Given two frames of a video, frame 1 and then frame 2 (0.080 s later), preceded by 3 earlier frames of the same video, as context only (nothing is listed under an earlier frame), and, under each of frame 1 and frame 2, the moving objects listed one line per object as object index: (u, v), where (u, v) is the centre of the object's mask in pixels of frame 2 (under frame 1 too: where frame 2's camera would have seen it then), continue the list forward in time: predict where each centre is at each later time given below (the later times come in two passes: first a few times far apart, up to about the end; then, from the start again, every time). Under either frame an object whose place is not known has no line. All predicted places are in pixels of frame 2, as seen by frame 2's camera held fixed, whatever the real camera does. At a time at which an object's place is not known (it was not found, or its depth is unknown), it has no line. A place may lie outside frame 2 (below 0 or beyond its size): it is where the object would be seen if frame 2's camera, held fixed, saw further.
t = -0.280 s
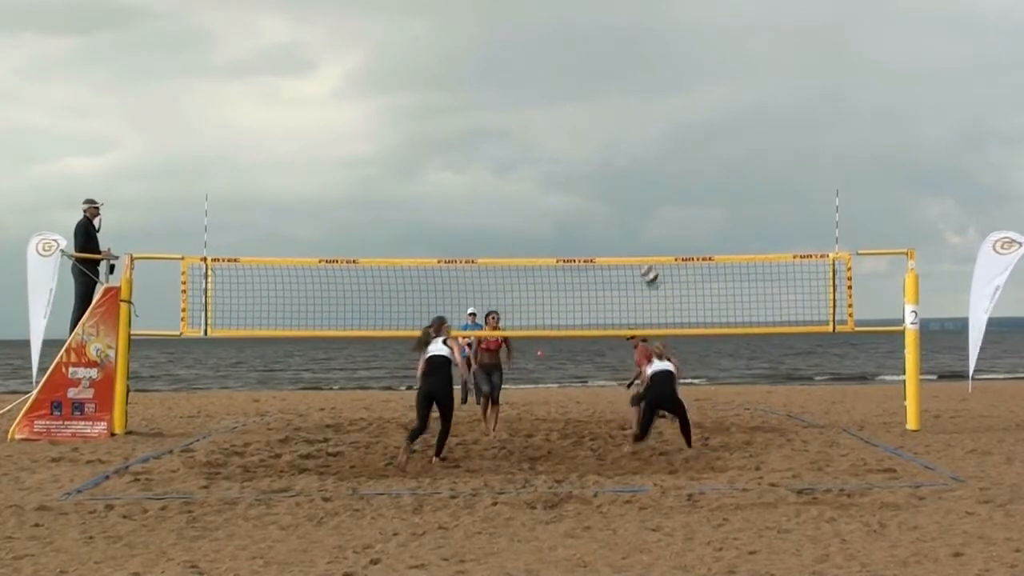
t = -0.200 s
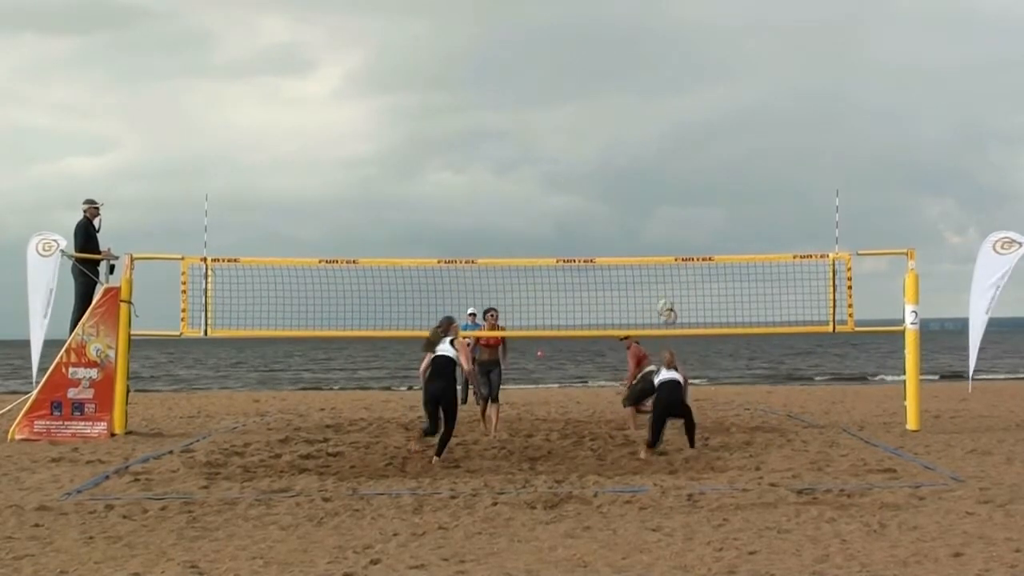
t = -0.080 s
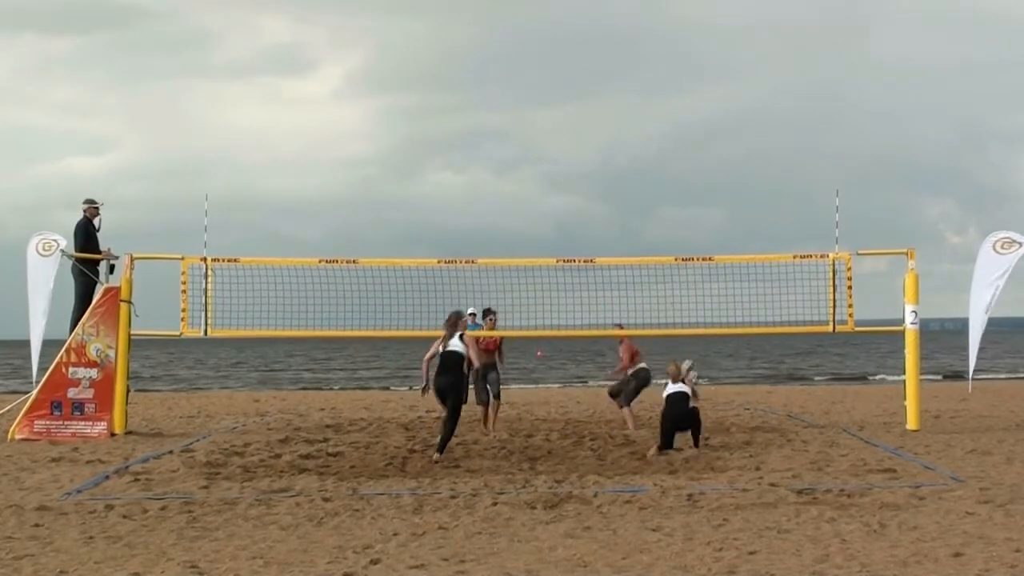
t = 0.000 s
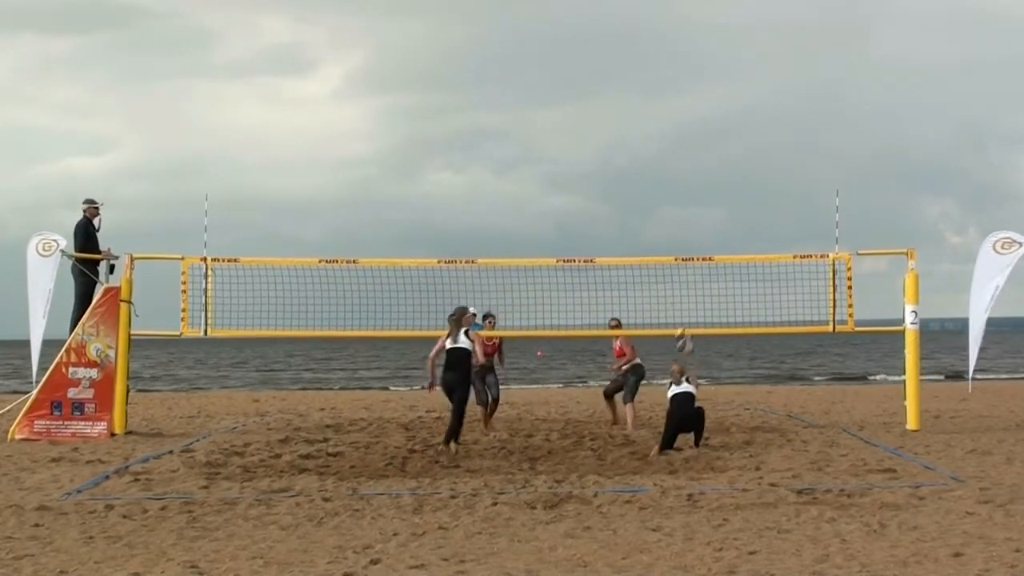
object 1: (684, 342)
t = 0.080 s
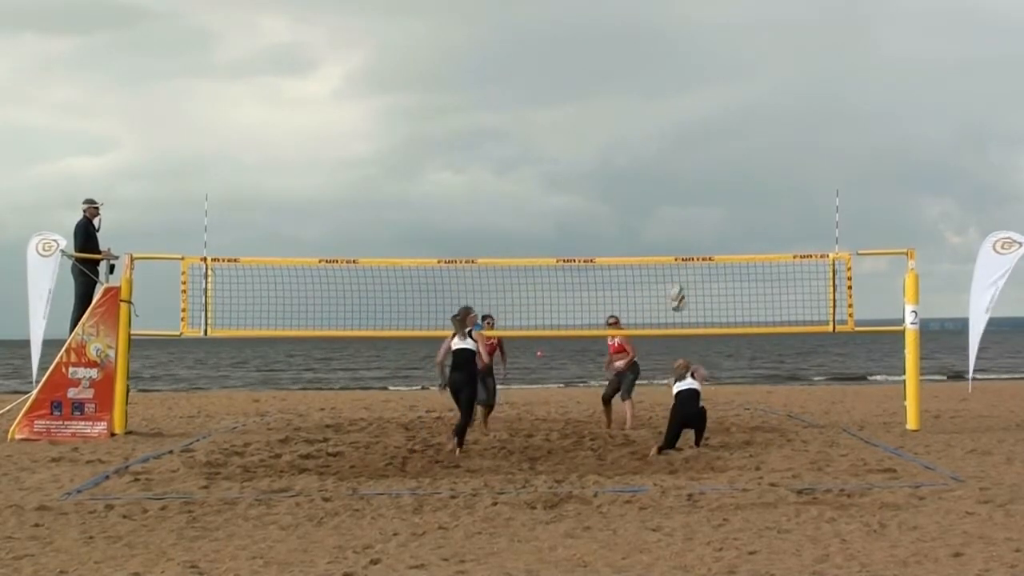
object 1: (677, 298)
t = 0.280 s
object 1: (661, 213)
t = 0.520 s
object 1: (646, 156)
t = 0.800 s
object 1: (634, 150)
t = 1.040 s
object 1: (629, 196)
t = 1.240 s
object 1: (629, 268)
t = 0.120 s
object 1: (673, 278)
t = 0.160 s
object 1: (670, 260)
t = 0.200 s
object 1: (667, 244)
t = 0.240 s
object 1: (664, 228)
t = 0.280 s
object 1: (661, 213)
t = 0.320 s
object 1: (658, 201)
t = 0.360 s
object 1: (655, 189)
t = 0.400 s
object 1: (653, 179)
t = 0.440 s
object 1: (651, 170)
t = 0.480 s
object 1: (649, 163)
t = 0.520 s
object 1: (646, 156)
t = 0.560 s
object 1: (644, 152)
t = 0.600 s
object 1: (642, 149)
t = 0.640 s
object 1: (640, 146)
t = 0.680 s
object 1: (639, 145)
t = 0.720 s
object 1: (637, 146)
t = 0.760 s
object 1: (636, 147)
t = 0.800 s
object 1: (634, 150)
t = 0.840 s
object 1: (633, 155)
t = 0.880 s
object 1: (632, 161)
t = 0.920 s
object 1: (632, 168)
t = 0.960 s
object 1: (630, 175)
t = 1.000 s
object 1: (629, 185)
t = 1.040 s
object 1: (629, 196)
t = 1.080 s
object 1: (629, 207)
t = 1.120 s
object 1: (629, 220)
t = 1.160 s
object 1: (629, 235)
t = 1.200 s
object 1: (629, 251)
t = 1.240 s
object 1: (629, 268)
